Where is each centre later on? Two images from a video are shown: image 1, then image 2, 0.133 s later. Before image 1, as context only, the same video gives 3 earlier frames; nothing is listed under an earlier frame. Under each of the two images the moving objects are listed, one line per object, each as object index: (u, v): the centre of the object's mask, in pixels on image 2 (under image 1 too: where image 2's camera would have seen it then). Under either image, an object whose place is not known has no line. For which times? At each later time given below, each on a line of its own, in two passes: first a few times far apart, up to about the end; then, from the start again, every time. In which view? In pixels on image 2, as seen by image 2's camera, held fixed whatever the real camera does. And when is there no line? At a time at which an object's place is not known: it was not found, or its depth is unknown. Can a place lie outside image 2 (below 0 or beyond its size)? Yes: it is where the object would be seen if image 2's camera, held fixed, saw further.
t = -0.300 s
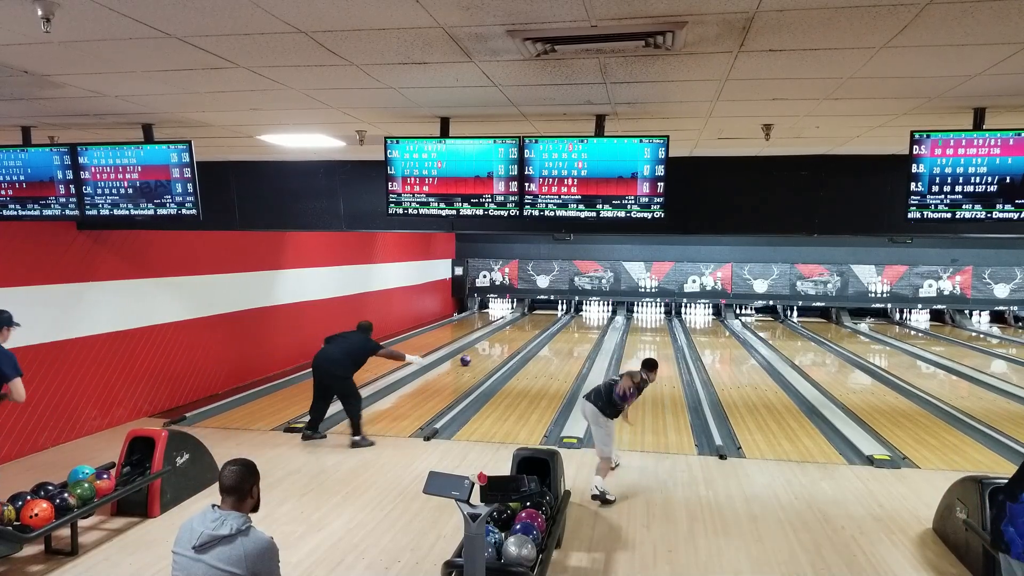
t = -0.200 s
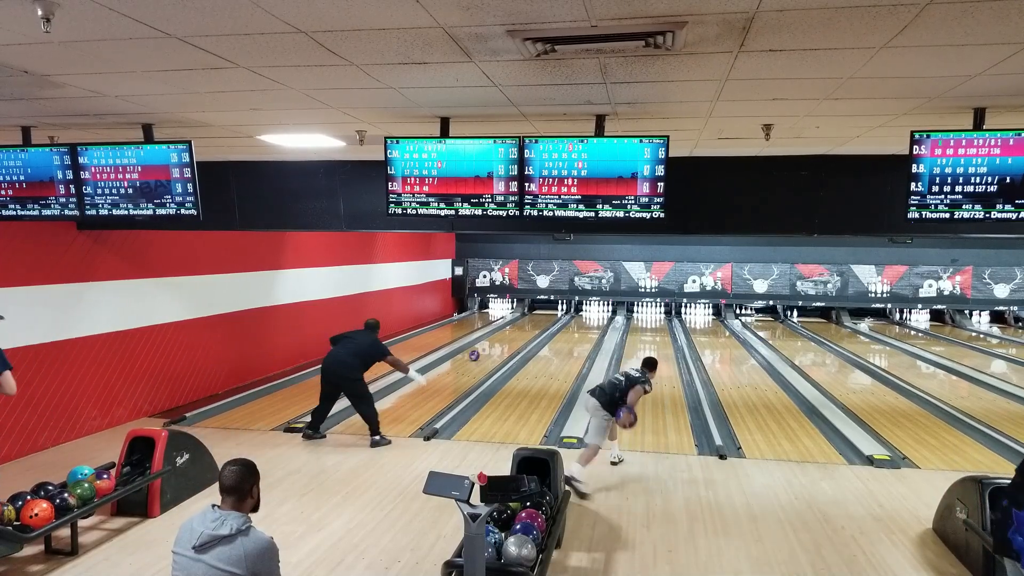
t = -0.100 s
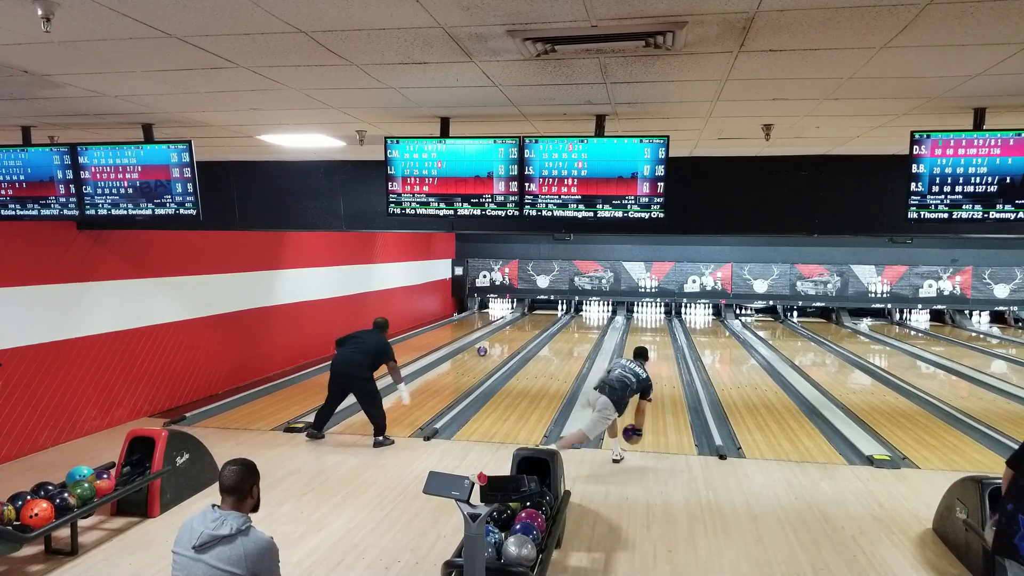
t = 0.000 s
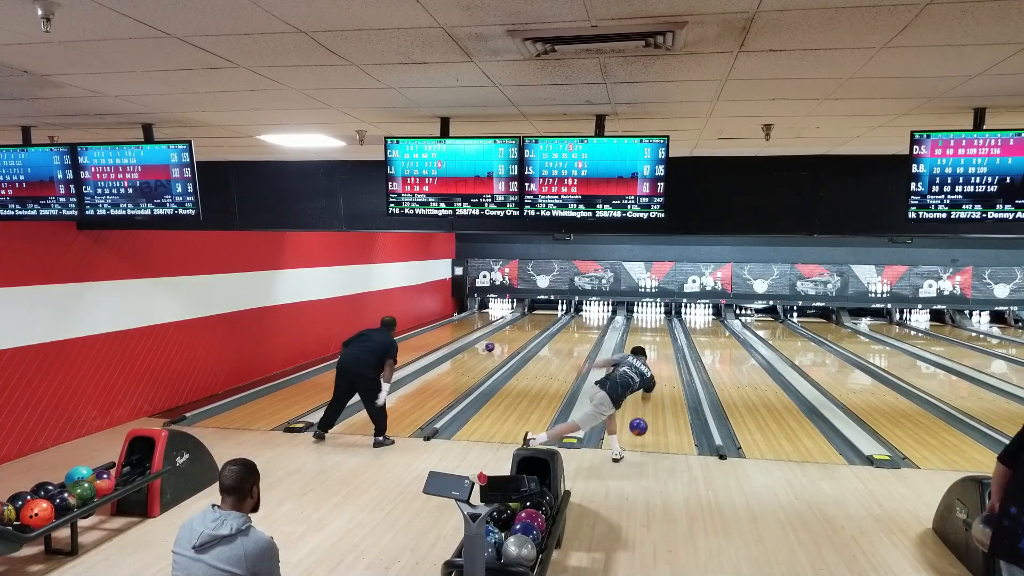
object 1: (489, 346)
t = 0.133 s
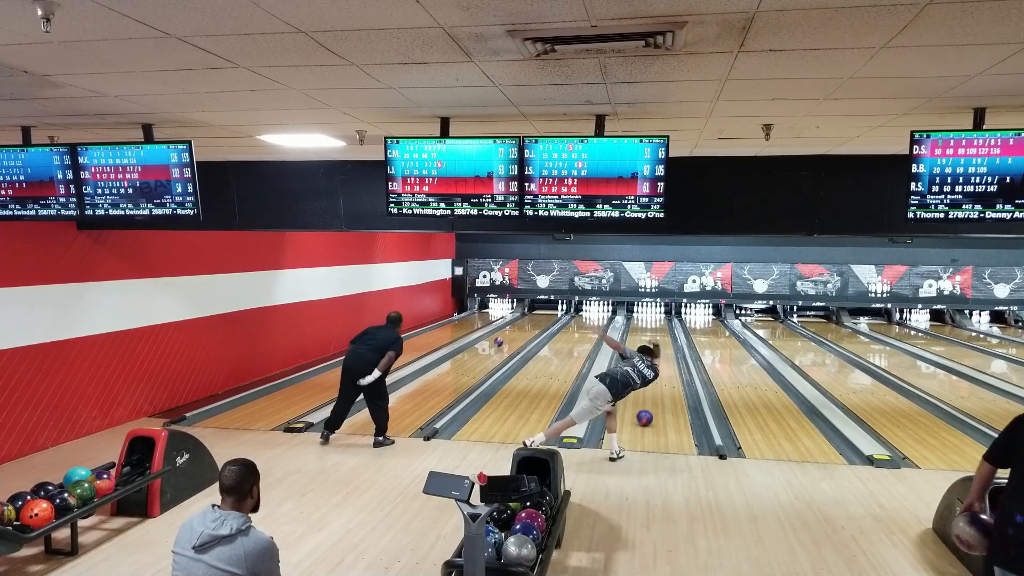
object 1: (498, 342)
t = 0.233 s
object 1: (504, 339)
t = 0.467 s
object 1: (517, 332)
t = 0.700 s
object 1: (527, 326)
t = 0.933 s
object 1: (536, 321)
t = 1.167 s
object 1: (544, 317)
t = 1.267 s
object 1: (547, 316)
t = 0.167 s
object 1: (500, 341)
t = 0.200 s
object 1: (502, 340)
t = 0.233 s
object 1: (504, 339)
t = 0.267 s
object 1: (506, 337)
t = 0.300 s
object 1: (508, 337)
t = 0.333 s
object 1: (510, 336)
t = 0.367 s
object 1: (511, 334)
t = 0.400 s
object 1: (513, 334)
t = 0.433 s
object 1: (515, 333)
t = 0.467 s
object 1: (517, 332)
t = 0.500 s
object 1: (518, 331)
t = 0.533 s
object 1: (520, 330)
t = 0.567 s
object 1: (521, 329)
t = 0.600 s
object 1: (523, 328)
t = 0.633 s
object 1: (524, 327)
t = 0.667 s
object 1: (526, 327)
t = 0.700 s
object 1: (527, 326)
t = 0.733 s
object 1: (529, 325)
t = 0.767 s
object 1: (530, 325)
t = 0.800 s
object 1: (531, 324)
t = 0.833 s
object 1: (532, 323)
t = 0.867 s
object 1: (534, 323)
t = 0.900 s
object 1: (535, 322)
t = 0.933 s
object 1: (536, 321)
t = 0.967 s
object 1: (537, 321)
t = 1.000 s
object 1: (538, 320)
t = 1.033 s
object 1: (539, 320)
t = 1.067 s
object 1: (540, 320)
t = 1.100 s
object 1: (542, 319)
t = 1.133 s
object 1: (543, 318)
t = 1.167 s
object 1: (544, 317)
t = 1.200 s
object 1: (545, 317)
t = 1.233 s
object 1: (546, 317)
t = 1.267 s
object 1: (547, 316)
